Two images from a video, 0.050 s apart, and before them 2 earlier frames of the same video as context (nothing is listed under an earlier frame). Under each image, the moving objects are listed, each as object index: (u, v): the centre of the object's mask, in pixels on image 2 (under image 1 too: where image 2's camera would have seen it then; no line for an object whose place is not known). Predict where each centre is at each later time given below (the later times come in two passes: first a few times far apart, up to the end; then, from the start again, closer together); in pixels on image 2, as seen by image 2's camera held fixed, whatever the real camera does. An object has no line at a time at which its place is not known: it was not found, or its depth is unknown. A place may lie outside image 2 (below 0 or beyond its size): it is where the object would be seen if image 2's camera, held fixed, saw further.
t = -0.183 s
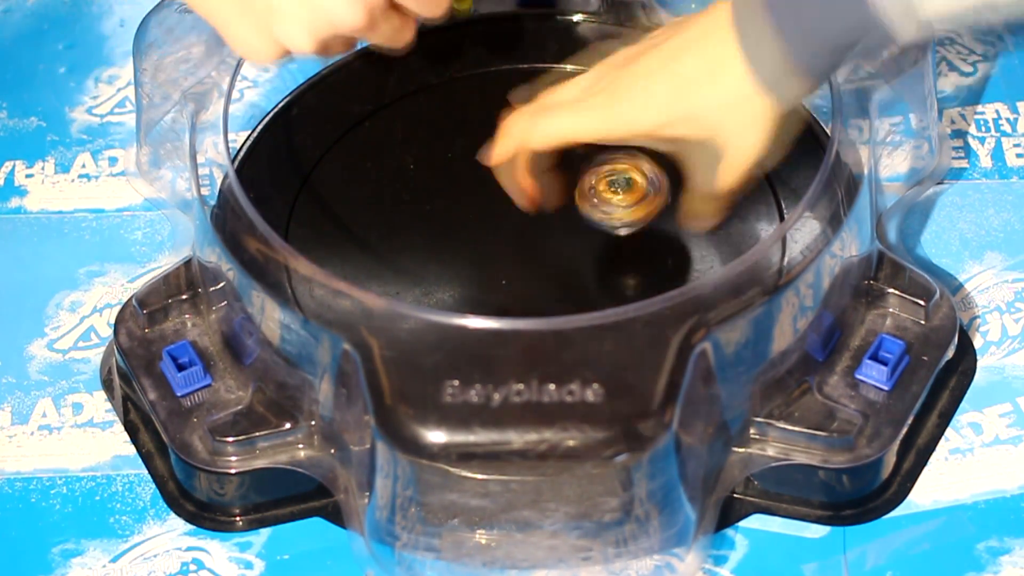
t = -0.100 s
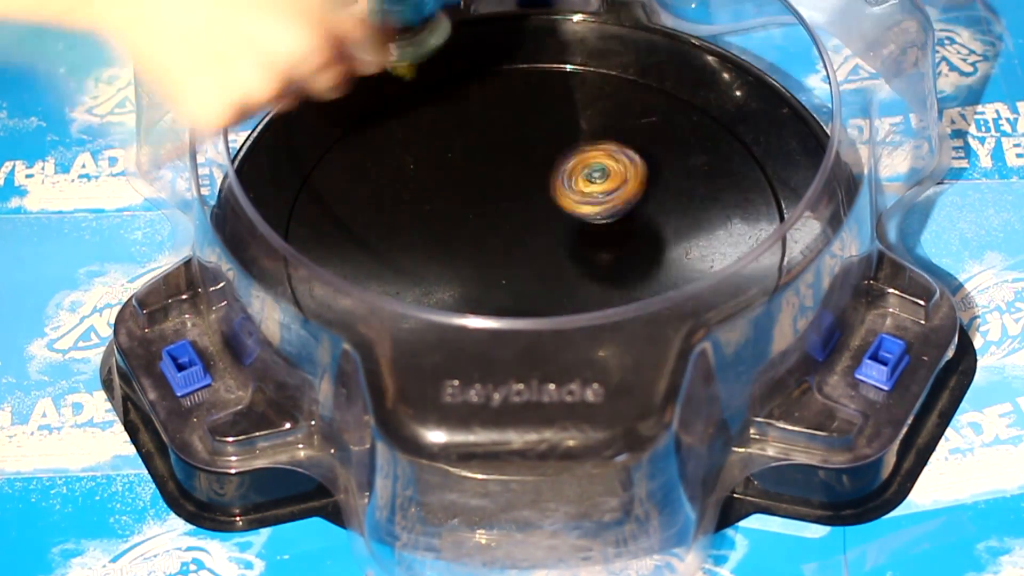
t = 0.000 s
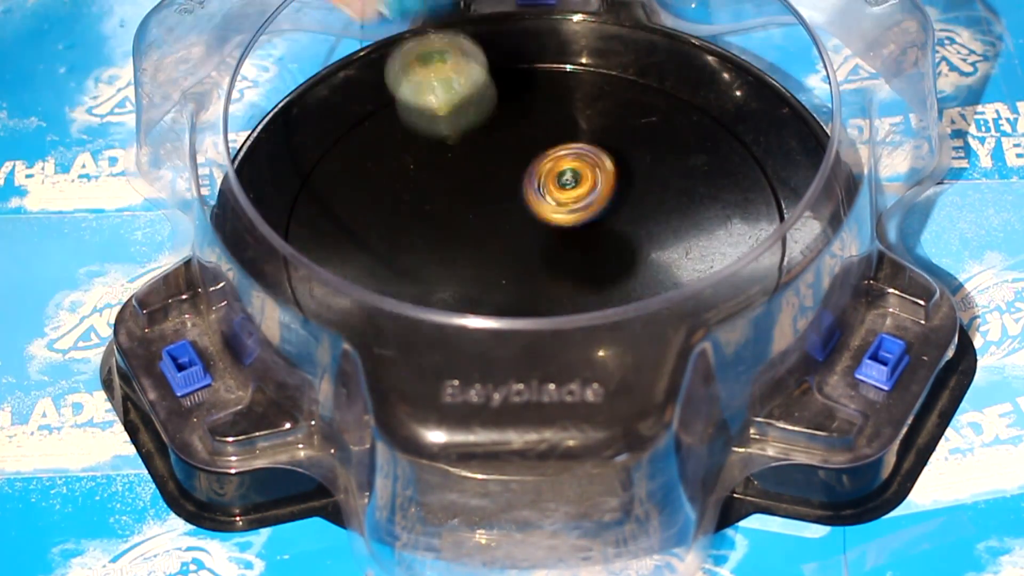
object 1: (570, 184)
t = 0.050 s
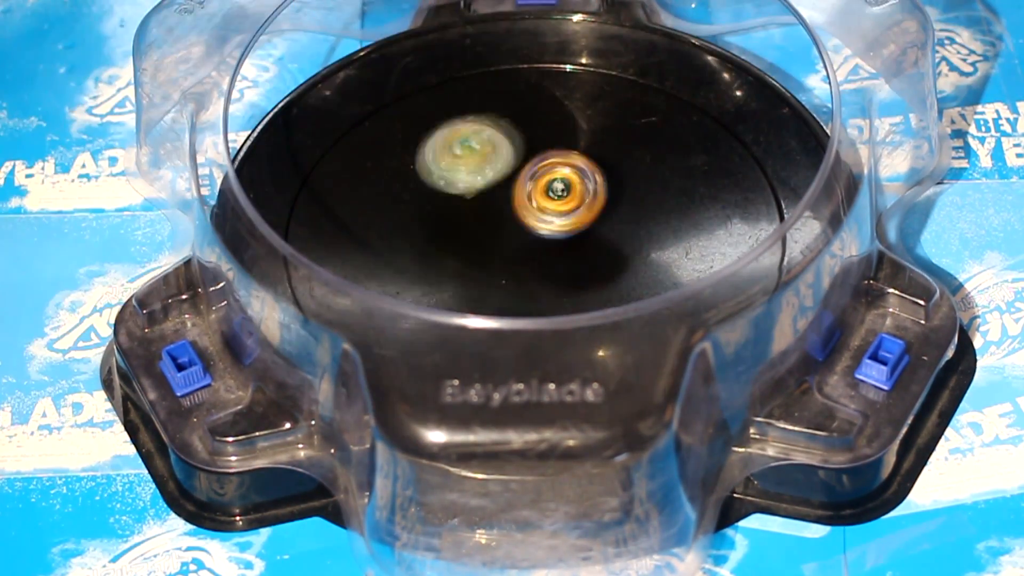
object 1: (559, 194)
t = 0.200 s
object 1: (510, 209)
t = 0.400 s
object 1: (500, 217)
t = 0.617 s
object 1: (531, 229)
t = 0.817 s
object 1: (511, 234)
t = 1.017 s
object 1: (509, 231)
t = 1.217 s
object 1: (509, 230)
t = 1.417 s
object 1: (507, 233)
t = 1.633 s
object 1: (504, 233)
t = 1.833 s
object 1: (506, 229)
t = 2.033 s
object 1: (508, 230)
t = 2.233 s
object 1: (506, 230)
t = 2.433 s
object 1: (503, 228)
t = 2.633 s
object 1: (507, 228)
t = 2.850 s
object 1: (506, 226)
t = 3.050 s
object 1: (504, 227)
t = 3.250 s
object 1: (504, 226)
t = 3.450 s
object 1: (506, 223)
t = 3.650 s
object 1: (507, 226)
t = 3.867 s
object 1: (505, 223)
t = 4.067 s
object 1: (507, 221)
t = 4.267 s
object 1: (507, 224)
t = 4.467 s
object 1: (509, 223)
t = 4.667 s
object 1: (507, 221)
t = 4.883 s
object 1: (512, 221)
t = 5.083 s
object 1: (583, 263)
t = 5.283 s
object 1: (585, 269)
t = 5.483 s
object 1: (602, 245)
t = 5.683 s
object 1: (595, 214)
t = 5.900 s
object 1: (592, 215)
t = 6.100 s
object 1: (592, 220)
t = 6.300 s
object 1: (585, 223)
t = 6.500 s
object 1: (630, 226)
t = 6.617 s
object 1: (646, 225)
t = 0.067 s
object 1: (556, 196)
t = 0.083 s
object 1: (553, 198)
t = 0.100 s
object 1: (549, 201)
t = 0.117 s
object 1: (546, 205)
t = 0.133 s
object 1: (542, 209)
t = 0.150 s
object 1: (536, 215)
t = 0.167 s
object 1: (527, 221)
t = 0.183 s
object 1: (515, 214)
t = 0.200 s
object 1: (510, 209)
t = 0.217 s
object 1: (513, 209)
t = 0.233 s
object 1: (511, 210)
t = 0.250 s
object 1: (506, 209)
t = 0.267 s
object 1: (503, 209)
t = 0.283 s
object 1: (499, 210)
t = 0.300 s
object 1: (498, 210)
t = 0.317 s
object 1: (497, 211)
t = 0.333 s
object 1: (496, 213)
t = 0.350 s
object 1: (496, 213)
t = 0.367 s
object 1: (498, 214)
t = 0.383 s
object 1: (499, 215)
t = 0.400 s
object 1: (500, 217)
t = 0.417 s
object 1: (502, 218)
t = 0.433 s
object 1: (503, 218)
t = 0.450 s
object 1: (504, 219)
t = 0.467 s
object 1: (506, 221)
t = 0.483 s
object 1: (509, 222)
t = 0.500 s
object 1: (511, 223)
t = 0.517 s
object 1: (513, 224)
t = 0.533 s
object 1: (501, 225)
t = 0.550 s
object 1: (503, 225)
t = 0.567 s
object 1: (507, 225)
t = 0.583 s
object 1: (525, 228)
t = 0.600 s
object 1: (528, 229)
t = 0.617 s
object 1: (531, 229)
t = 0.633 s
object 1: (520, 231)
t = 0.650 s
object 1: (520, 230)
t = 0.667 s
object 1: (518, 231)
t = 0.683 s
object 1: (515, 232)
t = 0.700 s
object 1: (513, 234)
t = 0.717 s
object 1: (511, 235)
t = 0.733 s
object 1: (508, 234)
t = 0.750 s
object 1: (508, 233)
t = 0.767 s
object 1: (508, 233)
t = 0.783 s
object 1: (509, 234)
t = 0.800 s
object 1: (510, 234)
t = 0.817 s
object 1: (511, 234)
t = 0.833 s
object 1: (509, 233)
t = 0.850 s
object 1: (509, 233)
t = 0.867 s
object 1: (508, 232)
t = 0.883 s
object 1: (507, 234)
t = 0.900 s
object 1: (507, 234)
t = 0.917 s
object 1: (507, 234)
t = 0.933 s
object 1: (507, 233)
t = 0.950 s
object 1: (508, 234)
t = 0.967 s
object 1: (508, 234)
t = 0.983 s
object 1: (510, 234)
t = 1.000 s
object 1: (509, 232)
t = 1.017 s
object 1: (509, 231)
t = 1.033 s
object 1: (509, 231)
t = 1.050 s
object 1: (509, 231)
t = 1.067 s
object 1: (508, 232)
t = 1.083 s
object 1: (508, 233)
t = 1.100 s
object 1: (508, 232)
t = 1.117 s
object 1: (509, 231)
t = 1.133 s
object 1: (508, 231)
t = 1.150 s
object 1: (509, 232)
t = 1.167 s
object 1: (511, 233)
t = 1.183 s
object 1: (511, 231)
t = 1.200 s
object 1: (510, 230)
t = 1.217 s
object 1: (509, 230)
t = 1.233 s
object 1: (509, 232)
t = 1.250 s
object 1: (508, 232)
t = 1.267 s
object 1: (510, 232)
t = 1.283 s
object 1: (509, 232)
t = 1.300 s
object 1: (509, 231)
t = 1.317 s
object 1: (509, 232)
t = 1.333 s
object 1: (510, 233)
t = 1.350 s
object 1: (508, 235)
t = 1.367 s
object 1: (510, 233)
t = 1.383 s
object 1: (508, 231)
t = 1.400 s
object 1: (507, 231)
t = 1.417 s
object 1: (507, 233)
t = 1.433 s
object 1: (508, 234)
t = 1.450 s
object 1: (507, 233)
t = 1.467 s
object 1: (507, 232)
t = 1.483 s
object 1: (506, 231)
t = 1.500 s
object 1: (505, 232)
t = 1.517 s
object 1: (507, 233)
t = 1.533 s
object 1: (507, 233)
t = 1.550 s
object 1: (506, 231)
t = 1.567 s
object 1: (505, 230)
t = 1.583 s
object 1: (506, 231)
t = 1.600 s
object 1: (505, 231)
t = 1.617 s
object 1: (504, 232)
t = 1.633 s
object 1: (504, 233)
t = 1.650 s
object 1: (505, 232)
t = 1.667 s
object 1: (504, 231)
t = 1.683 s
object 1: (505, 230)
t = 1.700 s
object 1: (505, 231)
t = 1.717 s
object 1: (506, 231)
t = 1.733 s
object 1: (506, 230)
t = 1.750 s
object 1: (505, 230)
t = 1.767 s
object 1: (505, 230)
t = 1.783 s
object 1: (506, 231)
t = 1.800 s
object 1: (506, 230)
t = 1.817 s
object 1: (506, 229)
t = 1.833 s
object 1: (506, 229)
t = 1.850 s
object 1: (507, 230)
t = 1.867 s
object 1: (507, 230)
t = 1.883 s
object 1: (507, 231)
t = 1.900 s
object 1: (508, 230)
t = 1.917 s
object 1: (507, 228)
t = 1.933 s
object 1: (507, 229)
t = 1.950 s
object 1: (507, 229)
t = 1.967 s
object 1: (508, 230)
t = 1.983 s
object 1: (508, 229)
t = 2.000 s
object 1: (506, 228)
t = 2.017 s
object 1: (507, 229)
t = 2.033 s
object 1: (508, 230)
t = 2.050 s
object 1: (509, 231)
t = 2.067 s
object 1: (508, 230)
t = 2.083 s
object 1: (507, 228)
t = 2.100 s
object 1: (507, 229)
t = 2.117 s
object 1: (507, 230)
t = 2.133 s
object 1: (507, 231)
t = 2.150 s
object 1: (506, 229)
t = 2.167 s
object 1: (506, 229)
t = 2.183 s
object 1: (504, 229)
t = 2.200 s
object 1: (505, 230)
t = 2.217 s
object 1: (507, 231)
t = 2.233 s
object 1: (506, 230)
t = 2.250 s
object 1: (505, 229)
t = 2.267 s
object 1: (506, 229)
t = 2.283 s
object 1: (505, 229)
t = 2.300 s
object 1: (505, 230)
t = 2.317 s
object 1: (504, 230)
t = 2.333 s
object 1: (504, 229)
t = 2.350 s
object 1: (504, 228)
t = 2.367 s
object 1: (504, 230)
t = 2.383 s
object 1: (505, 230)
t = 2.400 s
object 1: (505, 230)
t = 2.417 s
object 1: (506, 229)
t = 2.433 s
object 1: (503, 228)
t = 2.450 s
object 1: (505, 230)
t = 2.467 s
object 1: (506, 230)
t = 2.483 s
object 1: (505, 228)
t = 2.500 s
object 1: (504, 228)
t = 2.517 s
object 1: (504, 228)
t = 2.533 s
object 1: (506, 228)
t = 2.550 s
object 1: (505, 229)
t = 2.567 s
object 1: (506, 228)
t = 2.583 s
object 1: (506, 227)
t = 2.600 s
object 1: (506, 227)
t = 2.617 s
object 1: (505, 228)
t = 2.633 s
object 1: (507, 228)
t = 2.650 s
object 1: (506, 227)
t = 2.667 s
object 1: (506, 226)
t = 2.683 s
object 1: (505, 227)
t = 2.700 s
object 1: (506, 228)
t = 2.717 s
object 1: (507, 229)
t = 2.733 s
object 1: (507, 226)
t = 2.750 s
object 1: (506, 226)
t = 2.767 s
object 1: (507, 227)
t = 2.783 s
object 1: (508, 228)
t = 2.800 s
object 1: (508, 228)
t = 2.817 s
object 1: (506, 227)
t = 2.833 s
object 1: (506, 226)
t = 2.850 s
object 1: (506, 226)
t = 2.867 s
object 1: (506, 228)
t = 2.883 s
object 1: (506, 228)
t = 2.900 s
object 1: (504, 226)
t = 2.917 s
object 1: (505, 226)
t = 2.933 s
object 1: (504, 227)
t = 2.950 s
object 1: (506, 228)
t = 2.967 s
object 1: (505, 227)
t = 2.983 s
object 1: (505, 227)
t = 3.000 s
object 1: (504, 227)
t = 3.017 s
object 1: (505, 227)
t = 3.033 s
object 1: (505, 228)
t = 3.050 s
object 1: (504, 227)
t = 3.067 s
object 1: (503, 226)
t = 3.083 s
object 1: (504, 227)
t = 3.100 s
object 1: (504, 228)
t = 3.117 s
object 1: (505, 228)
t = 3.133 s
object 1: (504, 227)
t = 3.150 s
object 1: (505, 226)
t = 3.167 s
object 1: (505, 227)
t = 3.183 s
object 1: (505, 227)
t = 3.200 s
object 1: (505, 227)
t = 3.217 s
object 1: (505, 225)
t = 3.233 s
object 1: (505, 225)
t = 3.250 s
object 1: (504, 226)
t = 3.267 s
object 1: (504, 227)
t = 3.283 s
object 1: (505, 226)
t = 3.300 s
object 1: (506, 225)
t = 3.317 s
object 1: (505, 224)
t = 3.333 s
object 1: (505, 225)
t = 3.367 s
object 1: (506, 224)
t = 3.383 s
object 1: (505, 223)
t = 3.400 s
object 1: (506, 225)
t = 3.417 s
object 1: (508, 225)
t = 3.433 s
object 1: (508, 225)
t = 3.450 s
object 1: (506, 223)
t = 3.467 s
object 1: (507, 224)
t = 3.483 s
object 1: (509, 224)
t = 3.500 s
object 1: (507, 226)
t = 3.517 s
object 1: (506, 225)
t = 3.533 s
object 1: (506, 223)
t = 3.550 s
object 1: (508, 223)
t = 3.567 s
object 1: (522, 225)
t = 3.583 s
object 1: (508, 226)
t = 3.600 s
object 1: (507, 223)
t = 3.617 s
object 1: (507, 223)
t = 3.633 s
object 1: (521, 225)
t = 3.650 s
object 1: (507, 226)
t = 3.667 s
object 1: (505, 225)
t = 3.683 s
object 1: (505, 224)
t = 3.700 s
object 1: (503, 224)
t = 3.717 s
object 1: (506, 226)
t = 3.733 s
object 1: (505, 226)
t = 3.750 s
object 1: (505, 225)
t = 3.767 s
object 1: (504, 224)
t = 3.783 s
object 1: (505, 225)
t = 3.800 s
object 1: (506, 226)
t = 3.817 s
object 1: (505, 225)
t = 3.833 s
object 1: (505, 224)
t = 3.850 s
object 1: (506, 224)
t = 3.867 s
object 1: (505, 223)
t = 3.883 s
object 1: (505, 225)
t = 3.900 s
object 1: (505, 224)
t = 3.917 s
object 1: (506, 222)
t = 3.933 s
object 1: (505, 223)
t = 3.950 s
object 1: (505, 224)
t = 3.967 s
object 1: (506, 224)
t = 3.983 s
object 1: (506, 222)
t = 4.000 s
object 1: (507, 222)
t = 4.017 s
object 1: (505, 223)
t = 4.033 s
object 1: (506, 224)
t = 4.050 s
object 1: (506, 223)
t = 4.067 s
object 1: (507, 221)
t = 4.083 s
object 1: (507, 223)
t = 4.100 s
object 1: (508, 224)
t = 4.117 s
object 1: (508, 224)
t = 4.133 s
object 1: (508, 222)
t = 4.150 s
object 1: (508, 222)
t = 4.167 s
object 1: (509, 224)
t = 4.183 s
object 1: (508, 223)
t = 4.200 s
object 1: (508, 222)
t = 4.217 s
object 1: (506, 221)
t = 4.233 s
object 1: (507, 223)
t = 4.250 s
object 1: (508, 223)
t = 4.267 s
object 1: (507, 224)
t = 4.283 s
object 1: (506, 222)
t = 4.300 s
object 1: (510, 223)
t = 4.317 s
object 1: (524, 223)
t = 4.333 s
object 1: (509, 223)
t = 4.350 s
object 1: (507, 223)
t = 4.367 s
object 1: (508, 221)
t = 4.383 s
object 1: (510, 221)
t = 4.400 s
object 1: (523, 223)
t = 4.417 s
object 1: (507, 223)
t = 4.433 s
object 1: (506, 222)
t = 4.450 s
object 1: (508, 221)
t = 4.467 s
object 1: (509, 223)
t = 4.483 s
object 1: (507, 224)
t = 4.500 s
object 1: (507, 222)
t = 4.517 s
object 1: (508, 221)
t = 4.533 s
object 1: (508, 222)
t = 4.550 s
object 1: (507, 224)
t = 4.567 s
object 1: (508, 222)
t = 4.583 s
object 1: (508, 222)
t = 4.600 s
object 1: (508, 221)
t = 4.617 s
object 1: (508, 223)
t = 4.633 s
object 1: (508, 223)
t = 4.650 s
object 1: (508, 221)
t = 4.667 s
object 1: (507, 221)
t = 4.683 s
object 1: (508, 222)
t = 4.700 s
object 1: (508, 223)
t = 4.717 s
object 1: (509, 221)
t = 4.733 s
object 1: (508, 220)
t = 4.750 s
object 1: (509, 222)
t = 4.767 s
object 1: (509, 223)
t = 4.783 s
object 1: (509, 221)
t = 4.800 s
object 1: (509, 220)
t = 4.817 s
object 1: (512, 222)
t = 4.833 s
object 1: (511, 223)
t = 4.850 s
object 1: (510, 222)
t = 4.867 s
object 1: (509, 221)
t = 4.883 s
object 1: (512, 221)
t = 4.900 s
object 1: (510, 222)
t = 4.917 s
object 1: (510, 223)
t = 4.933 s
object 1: (509, 222)
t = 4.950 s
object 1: (531, 234)
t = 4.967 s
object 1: (541, 241)
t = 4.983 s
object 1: (550, 242)
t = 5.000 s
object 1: (555, 245)
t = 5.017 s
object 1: (564, 251)
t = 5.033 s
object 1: (570, 259)
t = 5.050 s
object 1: (576, 262)
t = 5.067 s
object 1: (580, 261)
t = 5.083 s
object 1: (583, 263)
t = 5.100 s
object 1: (588, 267)
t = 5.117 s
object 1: (592, 269)
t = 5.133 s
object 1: (592, 270)
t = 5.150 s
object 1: (592, 270)
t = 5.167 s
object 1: (594, 271)
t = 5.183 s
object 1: (595, 271)
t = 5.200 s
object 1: (593, 270)
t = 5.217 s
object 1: (593, 270)
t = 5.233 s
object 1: (591, 269)
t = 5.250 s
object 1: (589, 269)
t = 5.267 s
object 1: (586, 269)
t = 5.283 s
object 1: (585, 269)
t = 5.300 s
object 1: (582, 268)
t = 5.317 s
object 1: (579, 268)
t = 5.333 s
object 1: (578, 267)
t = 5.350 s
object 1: (583, 267)
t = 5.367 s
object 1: (591, 265)
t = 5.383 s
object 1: (593, 259)
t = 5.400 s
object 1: (597, 255)
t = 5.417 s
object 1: (601, 254)
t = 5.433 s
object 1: (602, 252)
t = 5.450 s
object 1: (601, 248)
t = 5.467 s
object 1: (600, 245)
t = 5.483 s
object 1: (602, 245)
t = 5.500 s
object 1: (605, 244)
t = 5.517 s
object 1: (605, 237)
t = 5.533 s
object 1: (605, 230)
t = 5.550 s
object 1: (607, 228)
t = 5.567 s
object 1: (606, 228)
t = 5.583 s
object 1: (603, 226)
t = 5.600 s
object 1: (601, 221)
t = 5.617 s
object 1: (600, 220)
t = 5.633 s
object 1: (600, 219)
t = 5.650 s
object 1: (598, 216)
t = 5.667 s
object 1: (596, 214)
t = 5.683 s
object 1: (595, 214)
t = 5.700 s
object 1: (594, 213)
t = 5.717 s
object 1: (593, 212)
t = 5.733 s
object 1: (595, 211)
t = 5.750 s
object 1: (597, 208)
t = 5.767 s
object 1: (597, 208)
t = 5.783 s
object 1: (597, 208)
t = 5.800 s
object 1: (595, 208)
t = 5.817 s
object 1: (594, 209)
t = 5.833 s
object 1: (594, 211)
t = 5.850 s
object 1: (594, 212)
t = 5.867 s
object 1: (593, 213)
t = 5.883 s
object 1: (592, 214)
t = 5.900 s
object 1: (592, 215)
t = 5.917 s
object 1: (589, 216)
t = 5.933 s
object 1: (586, 217)
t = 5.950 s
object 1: (584, 219)
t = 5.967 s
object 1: (581, 220)
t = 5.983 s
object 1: (578, 222)
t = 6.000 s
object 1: (575, 224)
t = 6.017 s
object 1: (574, 225)
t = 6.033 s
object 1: (577, 223)
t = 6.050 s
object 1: (580, 223)
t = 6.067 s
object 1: (587, 223)
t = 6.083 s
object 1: (589, 221)
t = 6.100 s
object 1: (592, 220)
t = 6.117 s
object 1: (594, 220)
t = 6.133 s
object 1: (595, 219)
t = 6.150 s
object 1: (595, 219)
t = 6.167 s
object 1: (595, 219)
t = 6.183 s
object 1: (594, 219)
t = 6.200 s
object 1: (593, 219)
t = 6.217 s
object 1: (591, 219)
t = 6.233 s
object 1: (589, 220)
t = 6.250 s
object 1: (587, 220)
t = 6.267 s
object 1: (587, 222)
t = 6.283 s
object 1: (586, 222)
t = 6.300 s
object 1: (585, 223)
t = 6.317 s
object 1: (585, 224)
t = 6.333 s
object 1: (586, 225)
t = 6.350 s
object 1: (586, 226)
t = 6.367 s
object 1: (587, 227)
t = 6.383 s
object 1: (587, 227)
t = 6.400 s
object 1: (589, 228)
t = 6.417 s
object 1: (590, 228)
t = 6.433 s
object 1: (593, 228)
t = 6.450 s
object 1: (603, 227)
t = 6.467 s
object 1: (614, 227)
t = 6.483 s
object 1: (623, 227)
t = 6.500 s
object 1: (630, 226)
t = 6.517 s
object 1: (638, 226)
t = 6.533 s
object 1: (642, 226)
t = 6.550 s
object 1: (646, 226)
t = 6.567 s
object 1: (647, 226)
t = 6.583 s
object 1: (647, 226)
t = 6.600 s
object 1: (646, 225)
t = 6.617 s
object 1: (646, 225)
